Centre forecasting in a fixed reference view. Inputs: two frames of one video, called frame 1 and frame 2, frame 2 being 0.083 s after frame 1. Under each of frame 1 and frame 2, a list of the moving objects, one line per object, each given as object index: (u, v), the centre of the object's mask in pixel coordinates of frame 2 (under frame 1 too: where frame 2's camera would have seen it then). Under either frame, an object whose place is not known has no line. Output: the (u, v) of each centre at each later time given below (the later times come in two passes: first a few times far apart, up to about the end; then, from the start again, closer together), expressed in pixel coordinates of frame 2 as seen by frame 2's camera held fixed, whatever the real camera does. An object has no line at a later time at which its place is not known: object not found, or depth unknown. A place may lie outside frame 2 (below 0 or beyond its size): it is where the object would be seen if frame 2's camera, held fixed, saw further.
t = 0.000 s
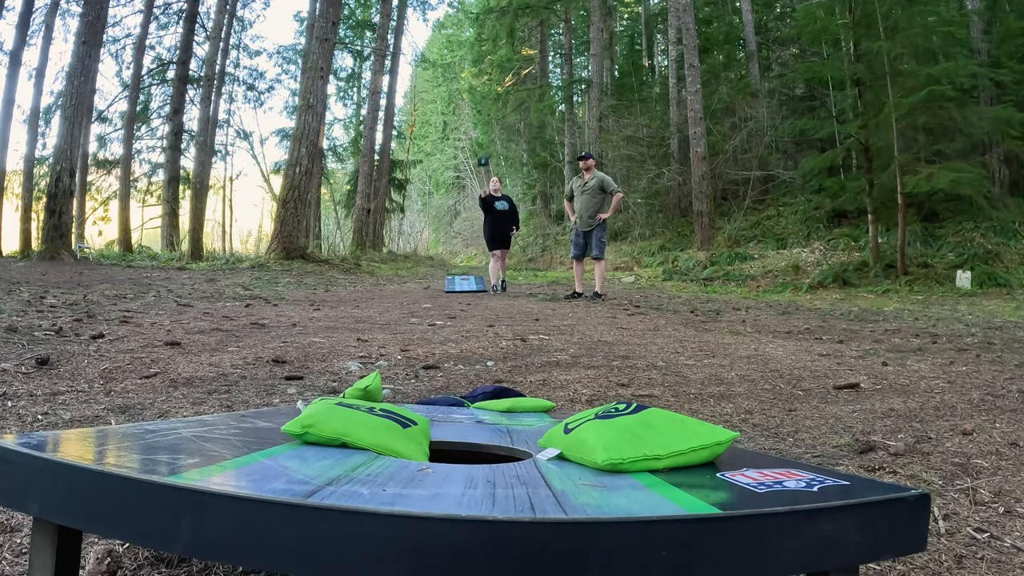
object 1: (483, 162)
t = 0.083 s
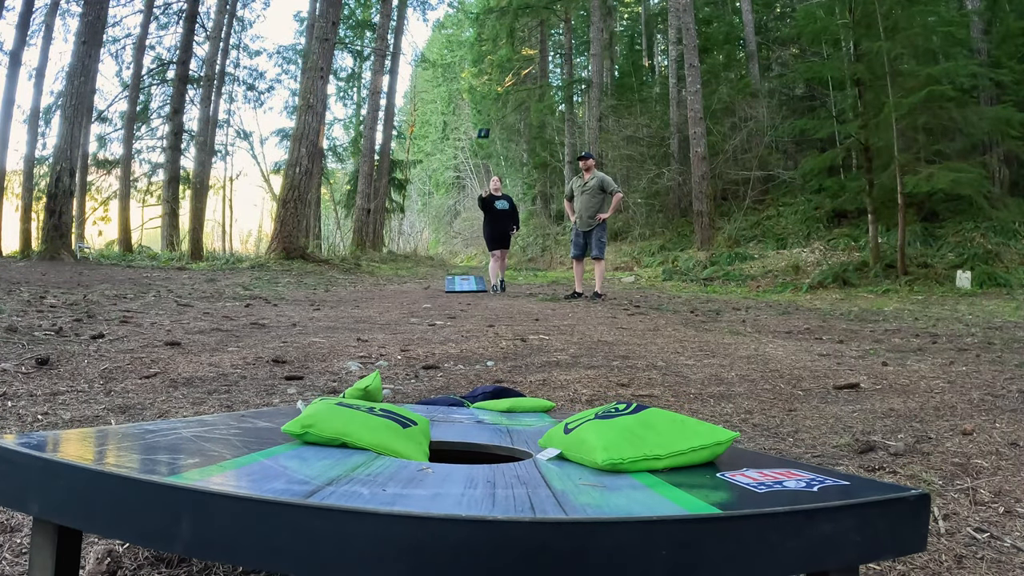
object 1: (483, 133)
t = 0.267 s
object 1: (485, 81)
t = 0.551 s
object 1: (482, 43)
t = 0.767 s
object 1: (475, 102)
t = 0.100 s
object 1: (483, 128)
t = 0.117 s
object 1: (483, 122)
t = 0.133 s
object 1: (483, 117)
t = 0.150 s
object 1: (483, 112)
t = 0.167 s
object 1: (483, 108)
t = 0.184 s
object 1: (484, 103)
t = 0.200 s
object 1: (484, 98)
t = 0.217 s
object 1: (484, 93)
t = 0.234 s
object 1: (484, 89)
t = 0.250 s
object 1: (485, 85)
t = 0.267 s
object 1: (485, 81)
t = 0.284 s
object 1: (484, 77)
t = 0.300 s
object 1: (484, 73)
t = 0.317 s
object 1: (485, 69)
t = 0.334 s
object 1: (485, 66)
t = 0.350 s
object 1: (485, 63)
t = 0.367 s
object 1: (484, 60)
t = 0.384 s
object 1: (484, 58)
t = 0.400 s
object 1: (484, 55)
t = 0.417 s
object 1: (484, 53)
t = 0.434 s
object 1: (484, 51)
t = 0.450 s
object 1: (484, 49)
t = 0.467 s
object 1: (484, 47)
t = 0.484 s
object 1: (483, 45)
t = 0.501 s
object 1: (483, 44)
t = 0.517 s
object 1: (483, 44)
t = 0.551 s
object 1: (482, 43)
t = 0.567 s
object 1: (482, 44)
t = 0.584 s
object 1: (482, 44)
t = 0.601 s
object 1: (482, 46)
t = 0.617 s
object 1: (481, 47)
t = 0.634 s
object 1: (481, 49)
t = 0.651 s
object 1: (480, 53)
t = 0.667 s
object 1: (480, 57)
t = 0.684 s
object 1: (479, 61)
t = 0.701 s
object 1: (479, 67)
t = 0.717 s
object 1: (478, 73)
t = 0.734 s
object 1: (477, 82)
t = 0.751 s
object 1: (476, 91)
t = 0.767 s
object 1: (475, 102)
